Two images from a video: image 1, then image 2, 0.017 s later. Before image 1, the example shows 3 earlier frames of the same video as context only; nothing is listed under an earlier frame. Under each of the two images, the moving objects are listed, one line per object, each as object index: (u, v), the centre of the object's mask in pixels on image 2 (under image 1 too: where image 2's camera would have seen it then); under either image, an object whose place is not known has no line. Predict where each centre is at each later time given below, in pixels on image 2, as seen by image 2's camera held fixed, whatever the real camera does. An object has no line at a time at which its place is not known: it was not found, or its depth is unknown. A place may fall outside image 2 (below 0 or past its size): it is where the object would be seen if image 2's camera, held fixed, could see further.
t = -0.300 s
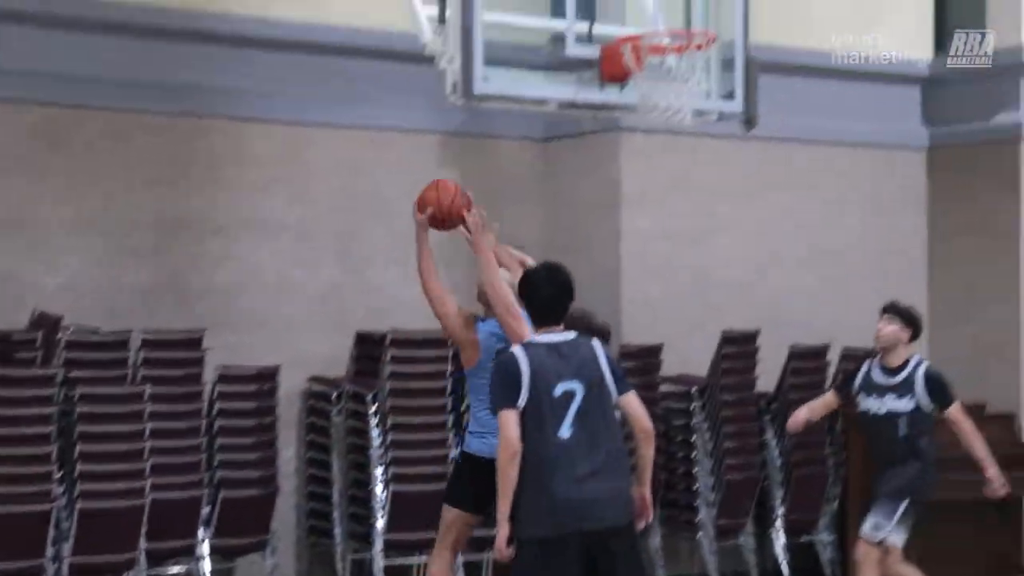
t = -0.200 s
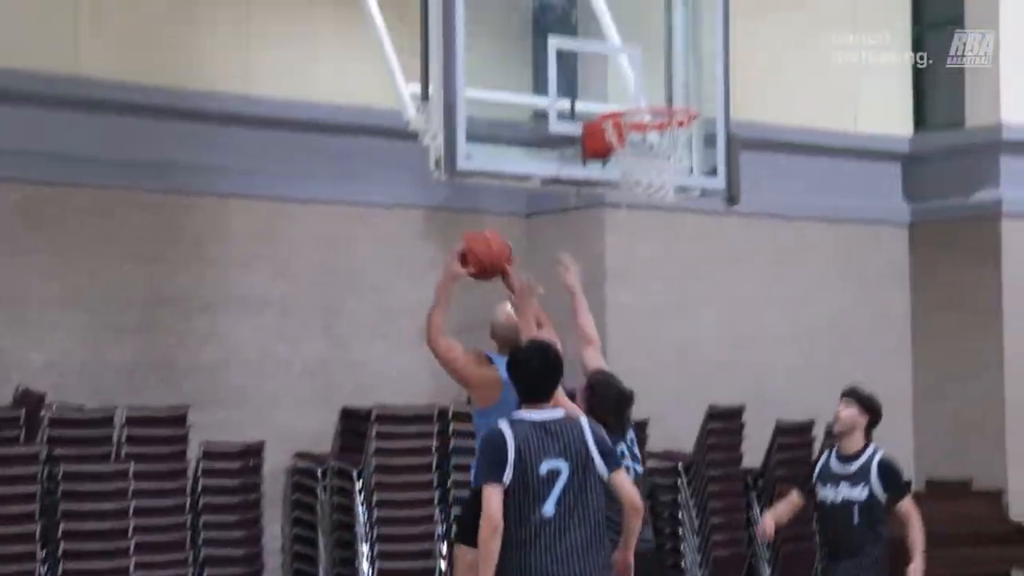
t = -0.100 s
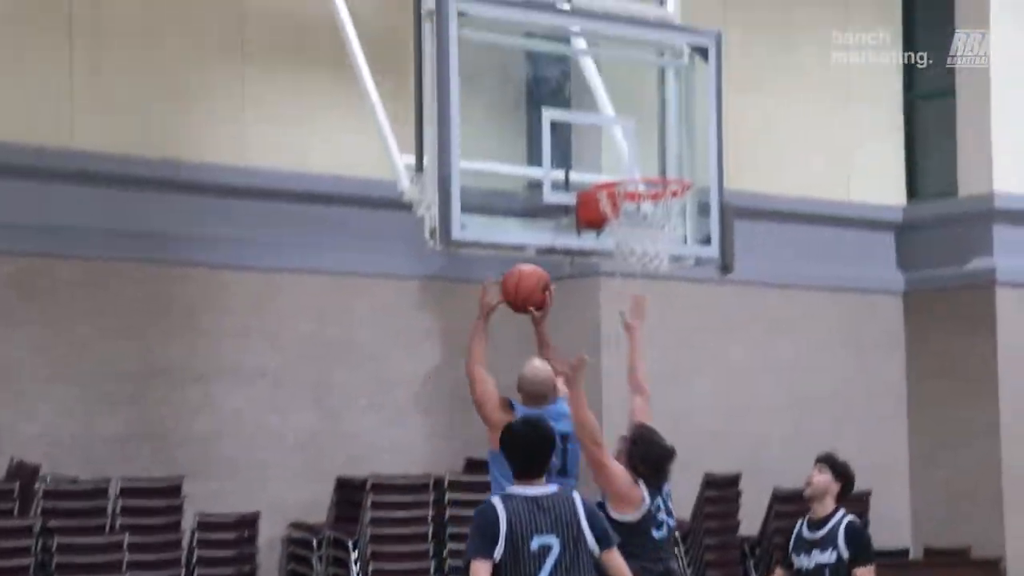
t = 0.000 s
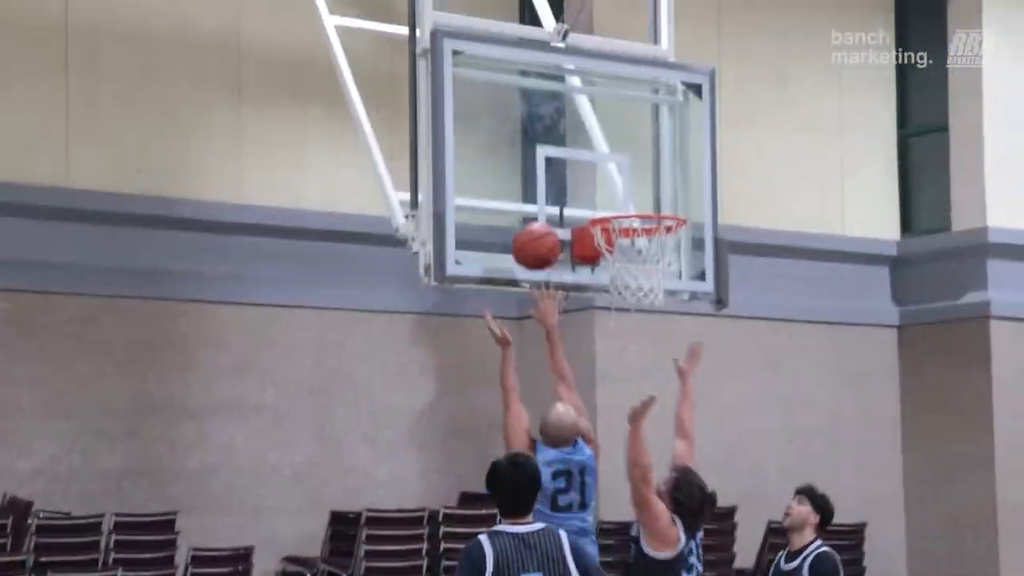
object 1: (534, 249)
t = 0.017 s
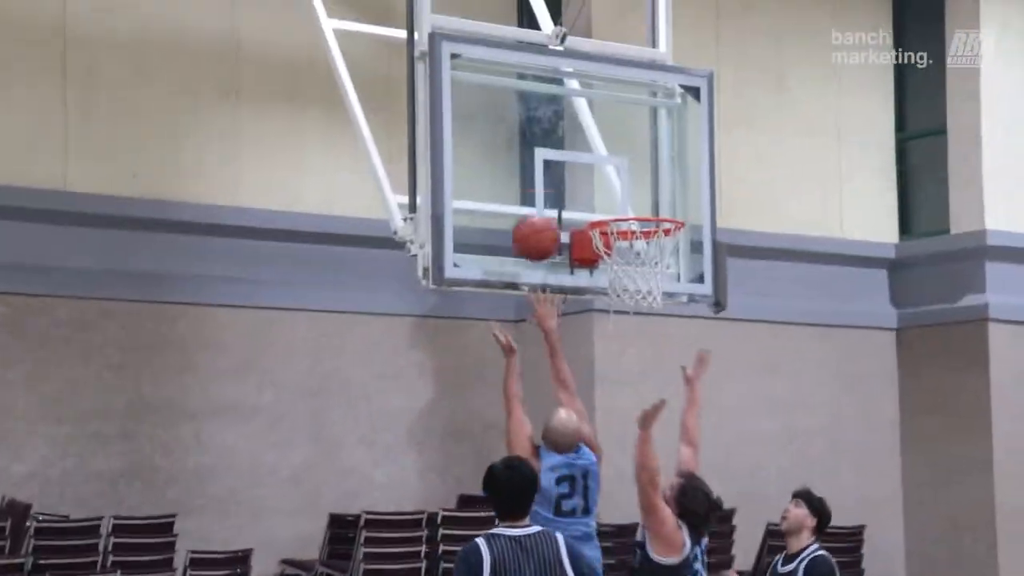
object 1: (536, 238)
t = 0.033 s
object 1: (538, 226)
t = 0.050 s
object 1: (540, 216)
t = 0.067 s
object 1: (542, 205)
